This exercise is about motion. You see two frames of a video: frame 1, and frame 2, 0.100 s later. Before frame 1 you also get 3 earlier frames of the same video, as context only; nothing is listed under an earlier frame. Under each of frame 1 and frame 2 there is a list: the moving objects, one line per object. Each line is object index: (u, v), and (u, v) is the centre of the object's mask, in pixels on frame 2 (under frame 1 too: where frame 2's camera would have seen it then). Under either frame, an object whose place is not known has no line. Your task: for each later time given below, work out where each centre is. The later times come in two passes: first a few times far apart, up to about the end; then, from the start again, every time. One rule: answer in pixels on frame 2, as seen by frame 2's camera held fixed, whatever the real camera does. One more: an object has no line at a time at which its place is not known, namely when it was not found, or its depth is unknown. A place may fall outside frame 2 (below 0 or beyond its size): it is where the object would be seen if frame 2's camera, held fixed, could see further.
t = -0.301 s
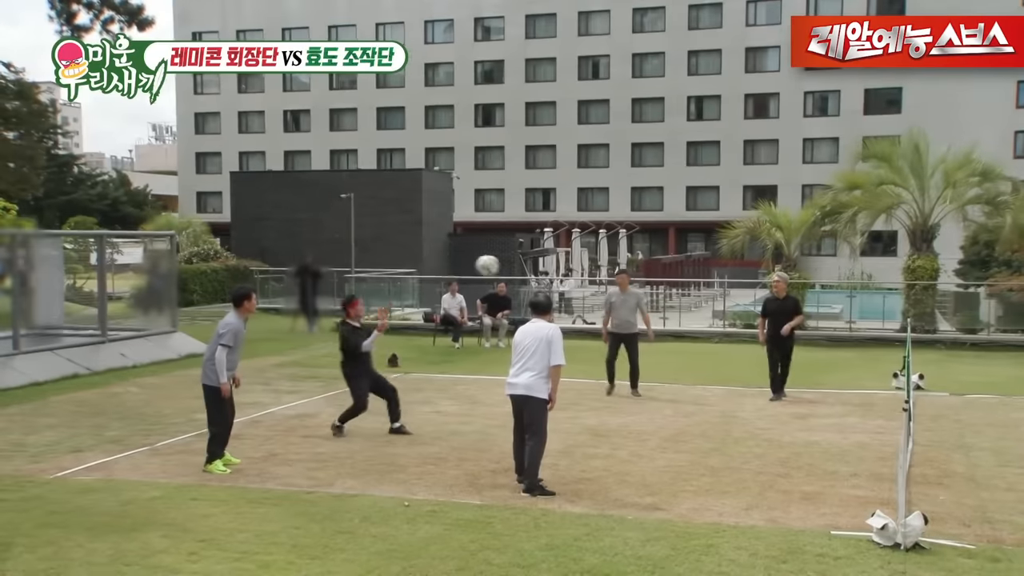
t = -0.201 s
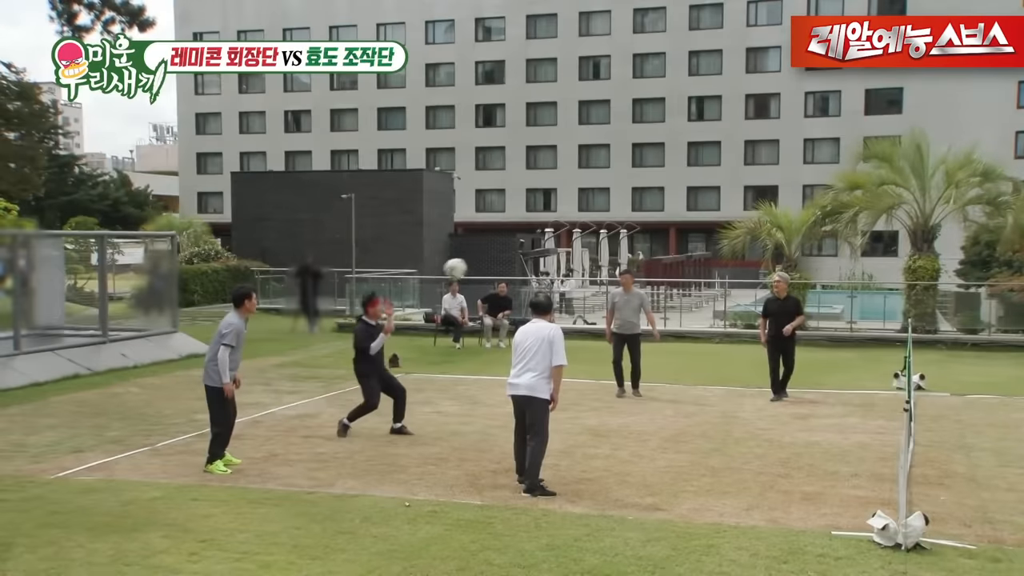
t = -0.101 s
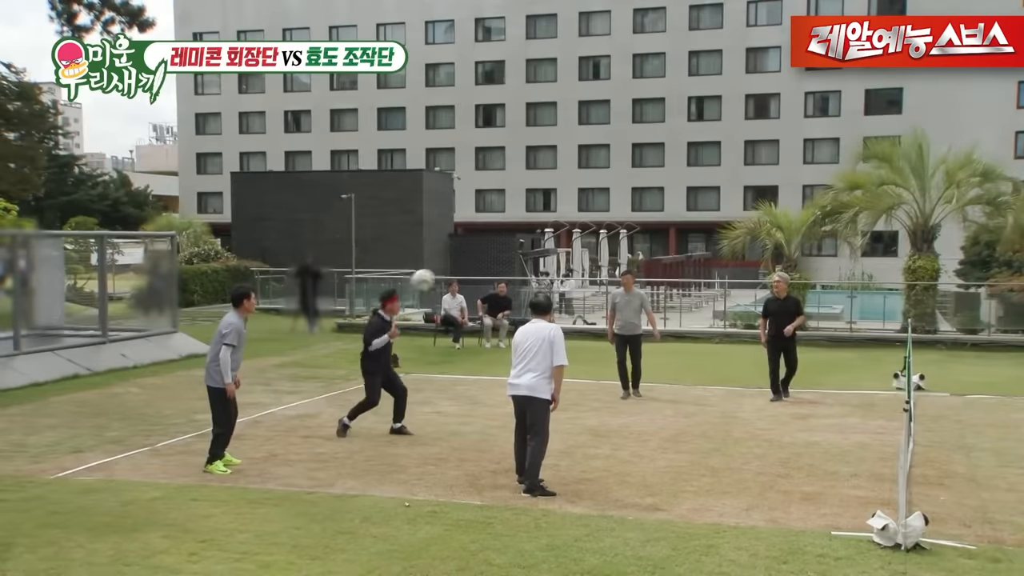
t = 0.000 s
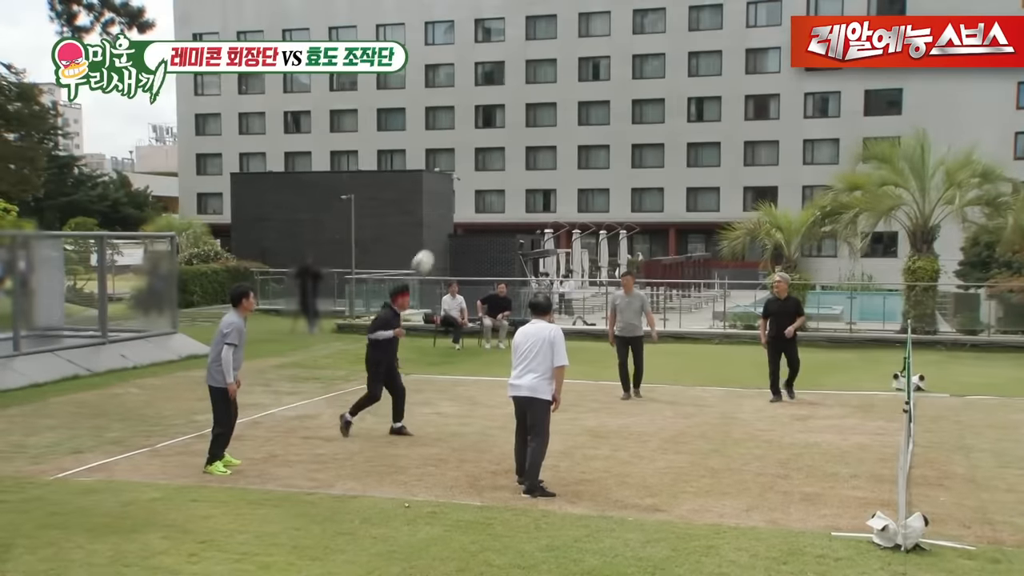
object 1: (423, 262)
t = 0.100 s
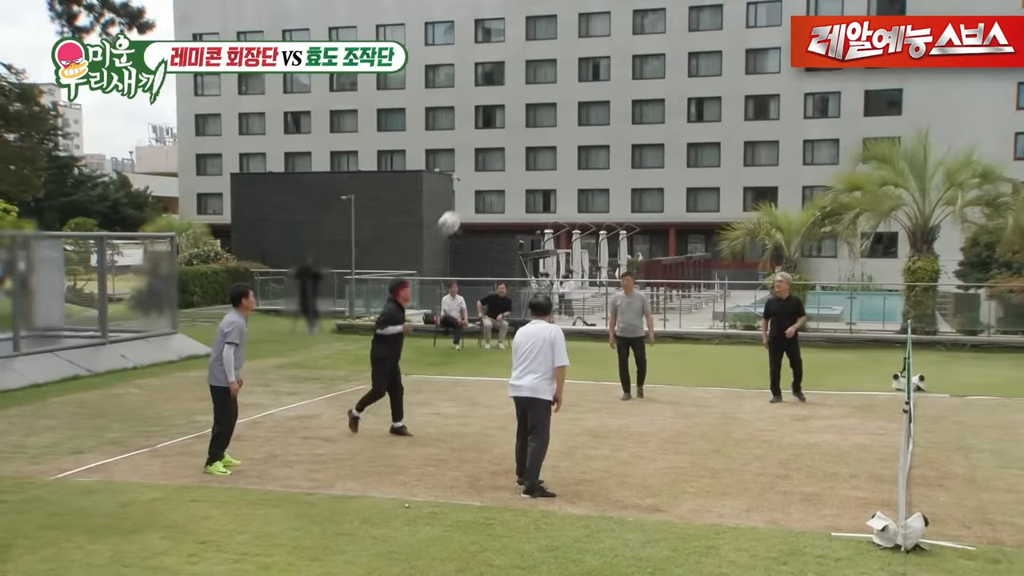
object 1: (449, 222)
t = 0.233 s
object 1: (482, 185)
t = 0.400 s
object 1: (521, 161)
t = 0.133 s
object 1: (457, 210)
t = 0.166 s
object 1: (465, 200)
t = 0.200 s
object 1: (474, 192)
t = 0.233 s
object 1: (482, 185)
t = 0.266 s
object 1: (489, 178)
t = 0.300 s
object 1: (496, 171)
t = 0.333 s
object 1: (504, 167)
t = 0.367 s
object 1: (513, 164)
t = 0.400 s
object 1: (521, 161)
